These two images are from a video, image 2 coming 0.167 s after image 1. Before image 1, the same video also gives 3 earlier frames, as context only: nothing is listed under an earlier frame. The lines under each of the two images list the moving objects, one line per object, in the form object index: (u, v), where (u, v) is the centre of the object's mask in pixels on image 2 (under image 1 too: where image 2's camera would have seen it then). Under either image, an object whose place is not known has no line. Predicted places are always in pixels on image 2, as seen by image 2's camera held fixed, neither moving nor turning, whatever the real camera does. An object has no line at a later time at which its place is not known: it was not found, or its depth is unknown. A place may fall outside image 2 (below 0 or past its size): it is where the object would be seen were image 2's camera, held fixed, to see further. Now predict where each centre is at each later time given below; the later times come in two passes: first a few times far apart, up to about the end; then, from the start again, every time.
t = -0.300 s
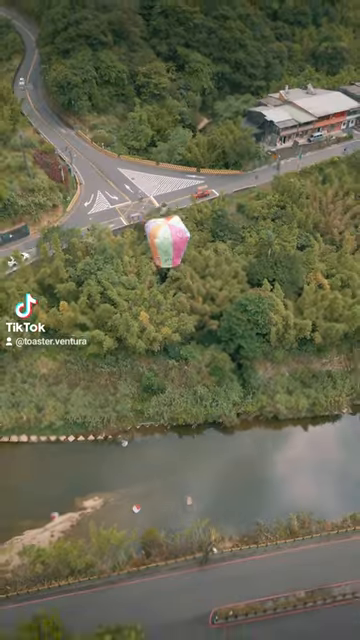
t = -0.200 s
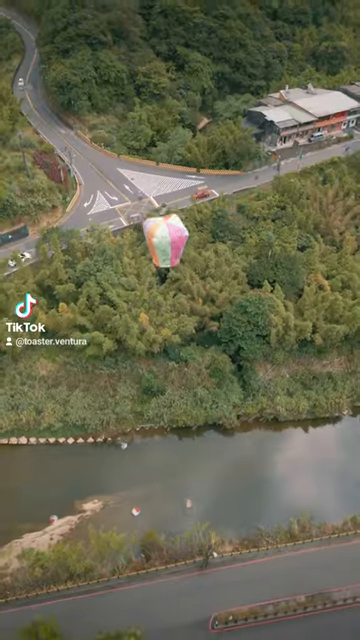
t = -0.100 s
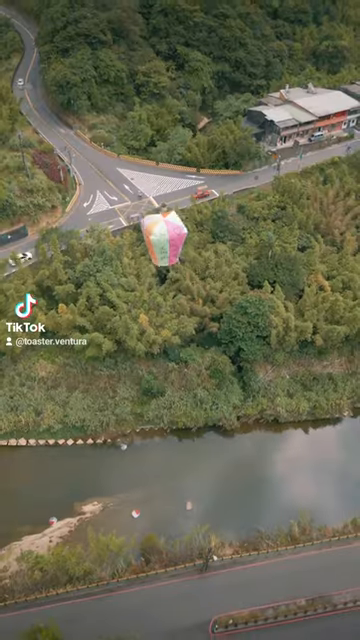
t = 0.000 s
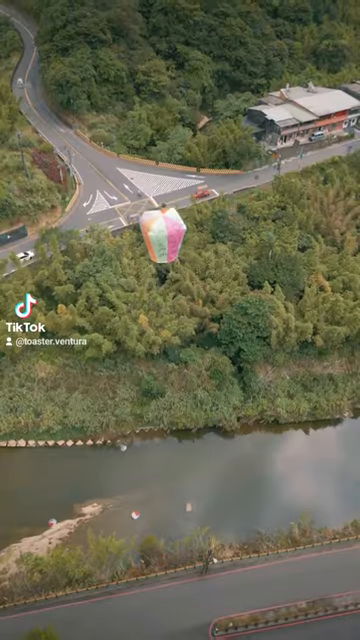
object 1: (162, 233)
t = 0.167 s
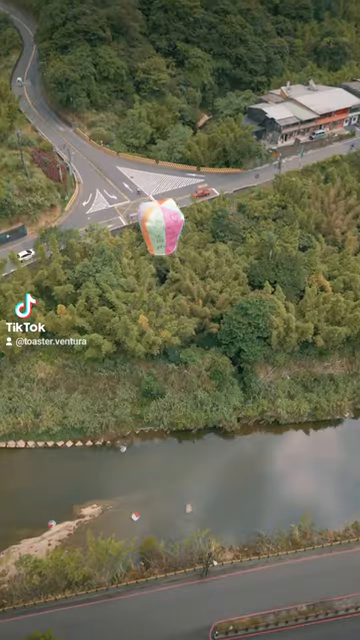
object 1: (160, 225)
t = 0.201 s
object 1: (160, 224)
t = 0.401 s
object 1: (157, 212)
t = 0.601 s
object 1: (155, 201)
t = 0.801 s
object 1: (151, 190)
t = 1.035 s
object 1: (147, 179)
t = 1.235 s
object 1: (144, 174)
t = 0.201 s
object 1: (160, 224)
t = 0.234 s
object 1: (160, 221)
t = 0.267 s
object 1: (159, 220)
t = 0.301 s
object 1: (159, 218)
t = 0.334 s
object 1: (159, 217)
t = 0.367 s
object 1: (158, 214)
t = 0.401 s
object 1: (157, 212)
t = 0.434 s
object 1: (157, 210)
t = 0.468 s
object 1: (157, 208)
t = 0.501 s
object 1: (156, 207)
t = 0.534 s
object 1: (156, 205)
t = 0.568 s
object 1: (155, 203)
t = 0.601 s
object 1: (155, 201)
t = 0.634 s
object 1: (154, 200)
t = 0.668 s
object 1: (153, 197)
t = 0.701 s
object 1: (153, 196)
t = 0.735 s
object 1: (152, 194)
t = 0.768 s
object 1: (152, 192)
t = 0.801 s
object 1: (151, 190)
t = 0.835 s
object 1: (151, 188)
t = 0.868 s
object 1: (150, 186)
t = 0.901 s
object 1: (150, 185)
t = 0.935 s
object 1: (149, 183)
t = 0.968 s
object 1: (149, 182)
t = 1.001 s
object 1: (148, 181)
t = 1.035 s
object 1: (147, 179)
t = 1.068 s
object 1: (147, 179)
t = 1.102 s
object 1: (146, 178)
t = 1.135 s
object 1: (146, 177)
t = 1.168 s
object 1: (145, 176)
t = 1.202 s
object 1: (144, 175)
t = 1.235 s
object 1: (144, 174)
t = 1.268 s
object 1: (143, 173)
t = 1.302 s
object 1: (142, 172)
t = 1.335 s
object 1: (142, 171)
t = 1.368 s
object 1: (141, 170)
